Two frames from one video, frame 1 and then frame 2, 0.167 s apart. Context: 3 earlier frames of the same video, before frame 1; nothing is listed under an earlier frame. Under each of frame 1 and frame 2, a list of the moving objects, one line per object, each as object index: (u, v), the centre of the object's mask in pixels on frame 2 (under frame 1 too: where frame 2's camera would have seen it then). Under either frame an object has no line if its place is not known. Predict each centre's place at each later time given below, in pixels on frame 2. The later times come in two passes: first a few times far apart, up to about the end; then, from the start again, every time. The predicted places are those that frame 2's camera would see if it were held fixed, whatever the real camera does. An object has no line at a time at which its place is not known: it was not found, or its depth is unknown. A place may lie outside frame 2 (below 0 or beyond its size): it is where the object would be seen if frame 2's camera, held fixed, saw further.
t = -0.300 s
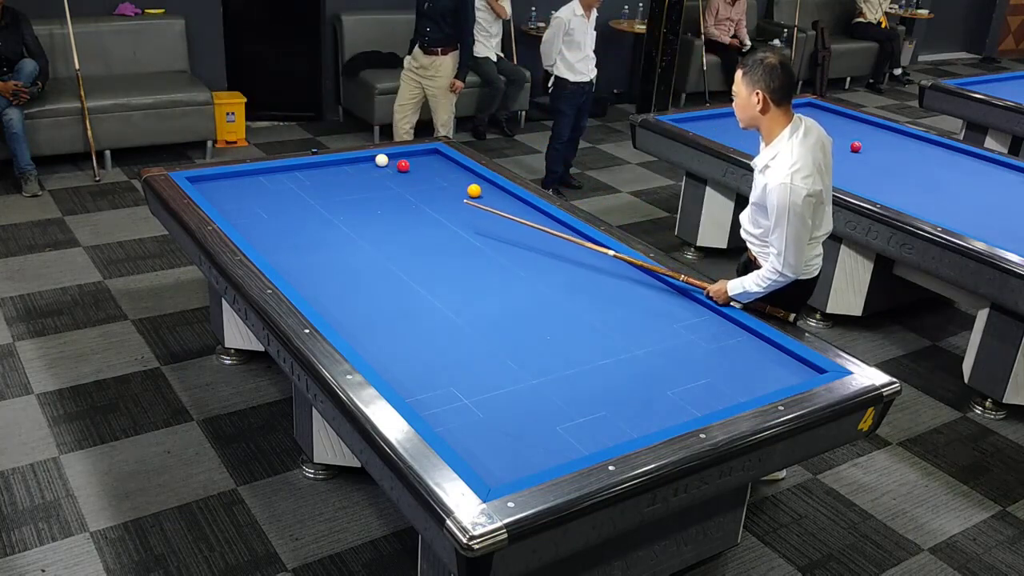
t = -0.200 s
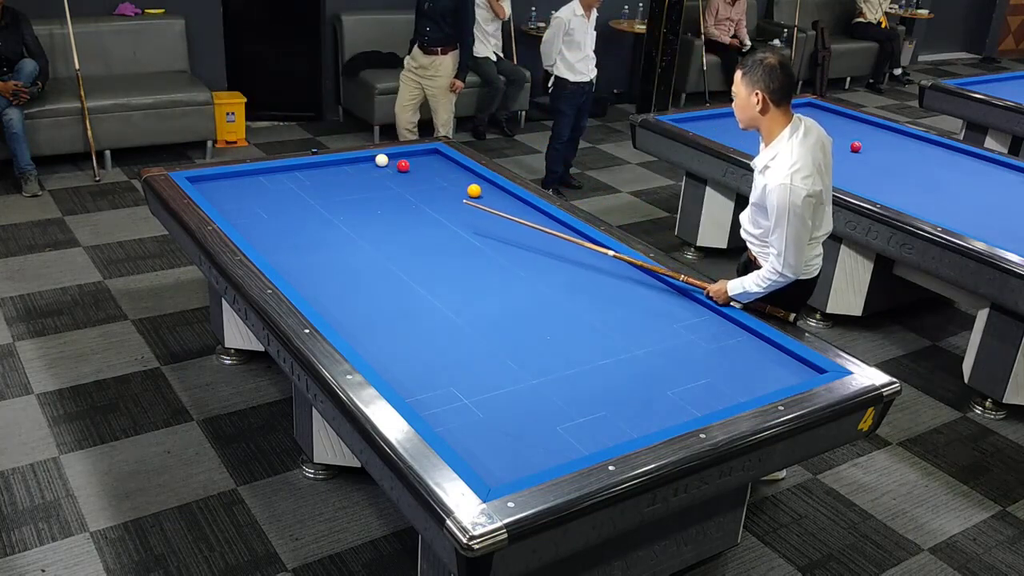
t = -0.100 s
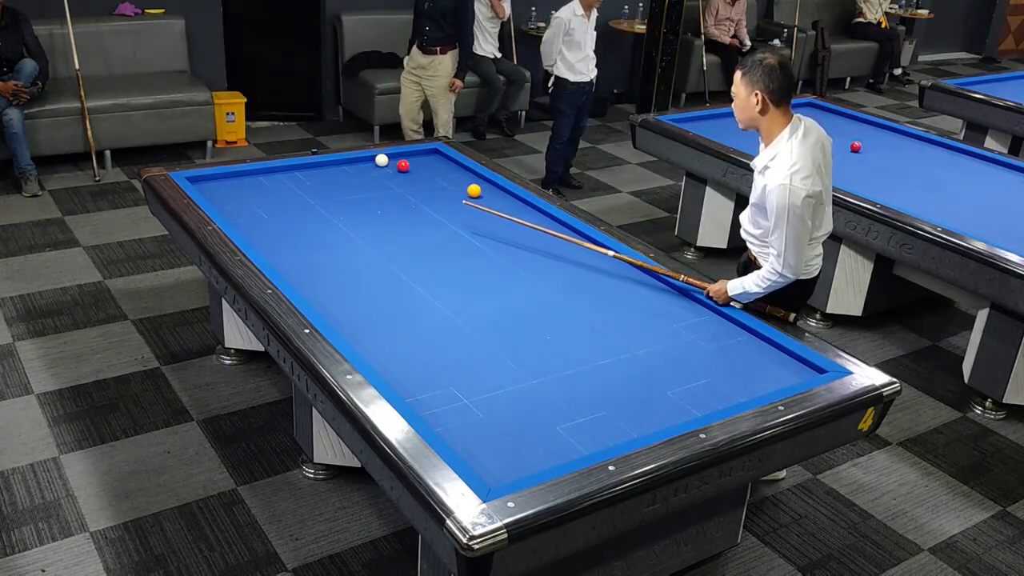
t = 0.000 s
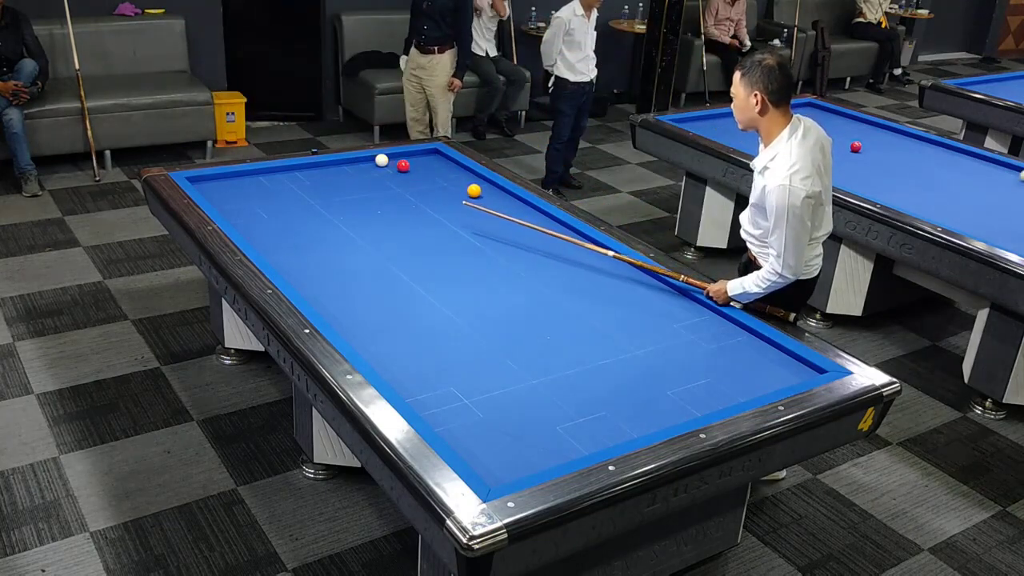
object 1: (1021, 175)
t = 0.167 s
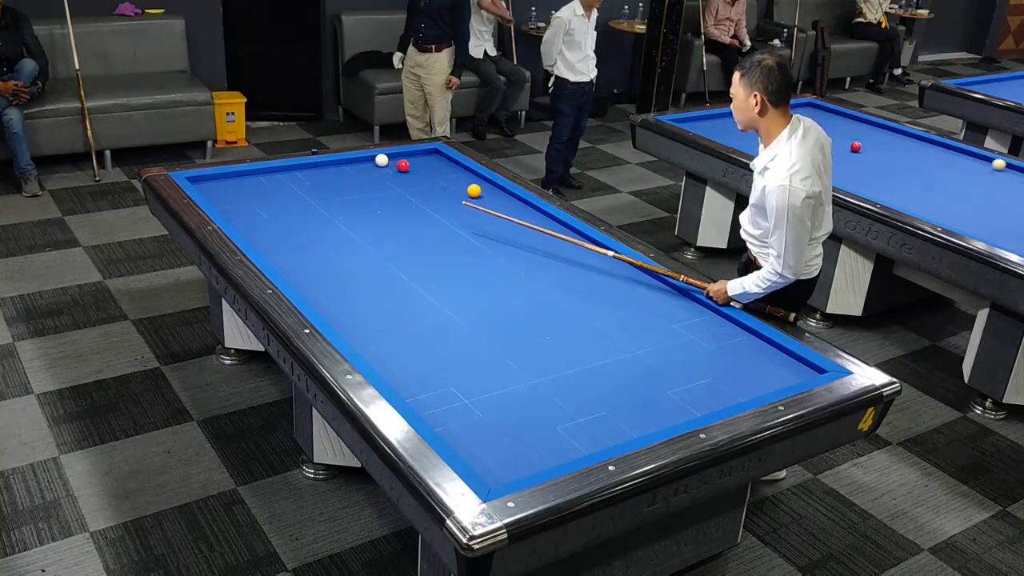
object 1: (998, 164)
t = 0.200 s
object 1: (993, 162)
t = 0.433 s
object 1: (955, 148)
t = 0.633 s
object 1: (921, 139)
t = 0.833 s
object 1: (888, 131)
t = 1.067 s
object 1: (852, 121)
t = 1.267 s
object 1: (824, 114)
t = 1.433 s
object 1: (801, 108)
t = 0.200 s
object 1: (993, 162)
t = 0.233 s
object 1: (988, 160)
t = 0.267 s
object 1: (983, 158)
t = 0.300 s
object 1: (978, 155)
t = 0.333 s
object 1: (973, 153)
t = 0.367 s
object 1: (967, 152)
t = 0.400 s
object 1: (961, 150)
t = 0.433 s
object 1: (955, 148)
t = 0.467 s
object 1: (949, 147)
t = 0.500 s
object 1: (943, 145)
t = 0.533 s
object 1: (937, 144)
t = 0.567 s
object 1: (932, 142)
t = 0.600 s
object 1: (926, 140)
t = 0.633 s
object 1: (921, 139)
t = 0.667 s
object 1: (915, 137)
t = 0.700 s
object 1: (909, 136)
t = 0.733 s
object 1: (904, 135)
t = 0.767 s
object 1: (899, 133)
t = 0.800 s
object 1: (893, 132)
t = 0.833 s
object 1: (888, 131)
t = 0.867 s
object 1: (883, 129)
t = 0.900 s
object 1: (877, 128)
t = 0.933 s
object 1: (872, 127)
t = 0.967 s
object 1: (867, 125)
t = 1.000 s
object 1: (862, 124)
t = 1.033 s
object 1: (857, 123)
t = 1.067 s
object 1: (852, 121)
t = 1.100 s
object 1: (847, 120)
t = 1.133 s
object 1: (842, 119)
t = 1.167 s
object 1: (838, 117)
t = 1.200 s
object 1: (833, 116)
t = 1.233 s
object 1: (828, 115)
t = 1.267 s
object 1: (824, 114)
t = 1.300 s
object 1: (819, 112)
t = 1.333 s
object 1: (814, 111)
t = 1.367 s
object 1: (810, 110)
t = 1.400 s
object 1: (805, 109)
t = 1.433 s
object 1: (801, 108)
